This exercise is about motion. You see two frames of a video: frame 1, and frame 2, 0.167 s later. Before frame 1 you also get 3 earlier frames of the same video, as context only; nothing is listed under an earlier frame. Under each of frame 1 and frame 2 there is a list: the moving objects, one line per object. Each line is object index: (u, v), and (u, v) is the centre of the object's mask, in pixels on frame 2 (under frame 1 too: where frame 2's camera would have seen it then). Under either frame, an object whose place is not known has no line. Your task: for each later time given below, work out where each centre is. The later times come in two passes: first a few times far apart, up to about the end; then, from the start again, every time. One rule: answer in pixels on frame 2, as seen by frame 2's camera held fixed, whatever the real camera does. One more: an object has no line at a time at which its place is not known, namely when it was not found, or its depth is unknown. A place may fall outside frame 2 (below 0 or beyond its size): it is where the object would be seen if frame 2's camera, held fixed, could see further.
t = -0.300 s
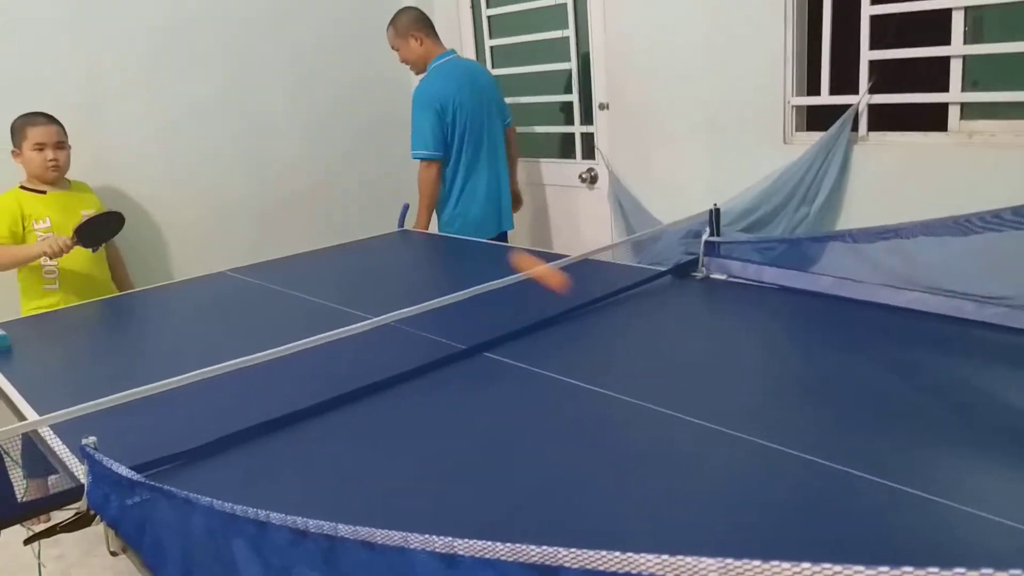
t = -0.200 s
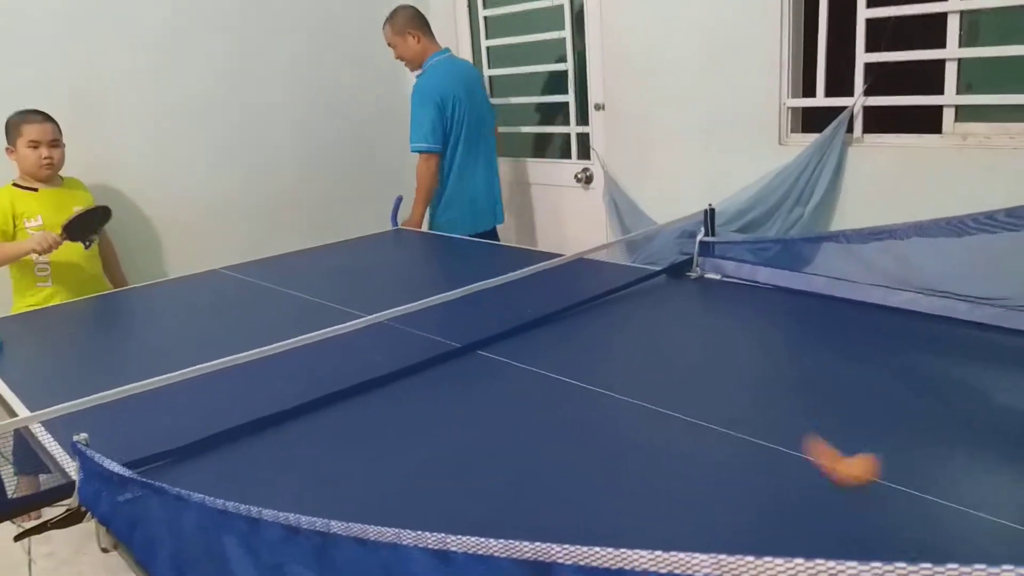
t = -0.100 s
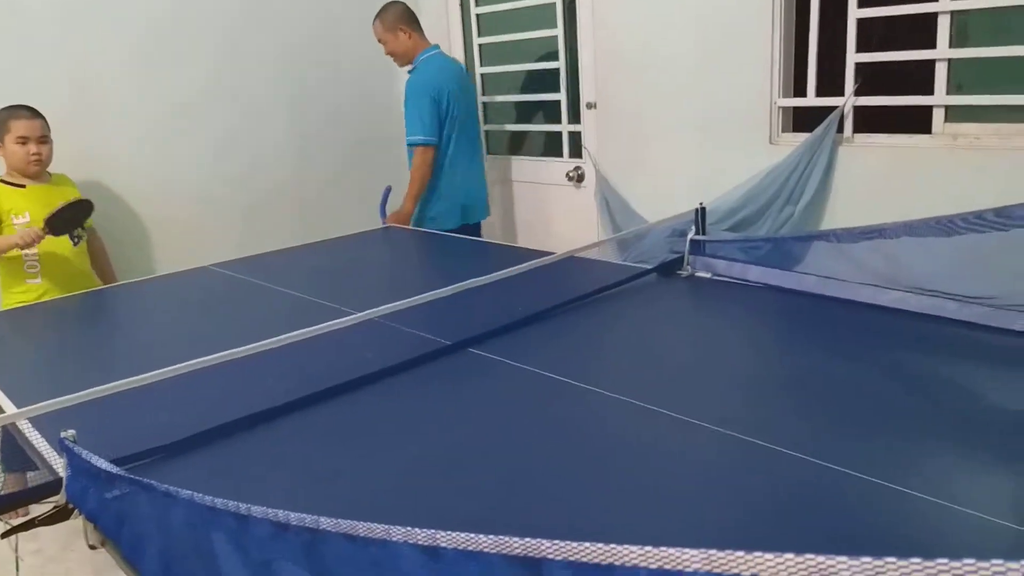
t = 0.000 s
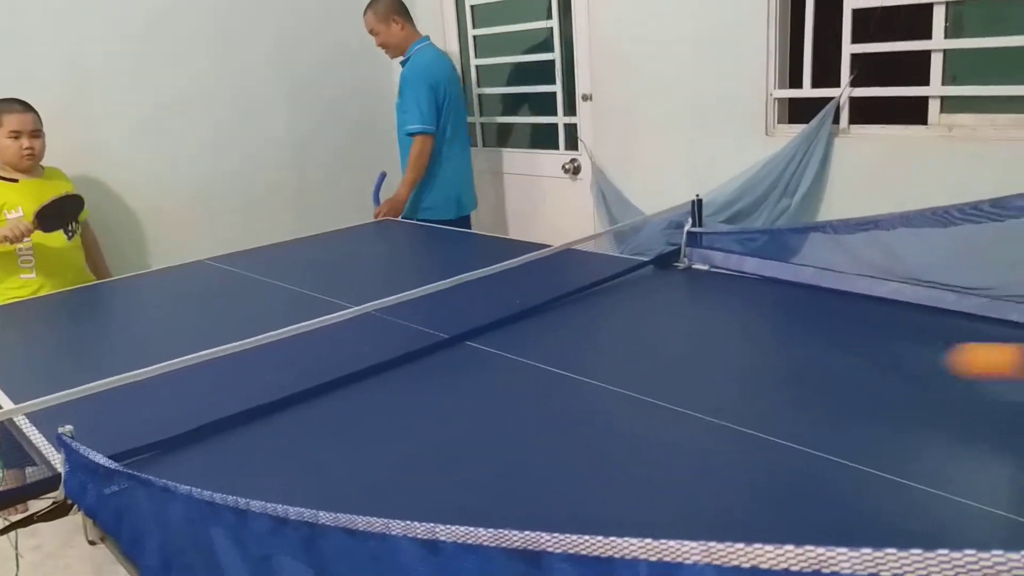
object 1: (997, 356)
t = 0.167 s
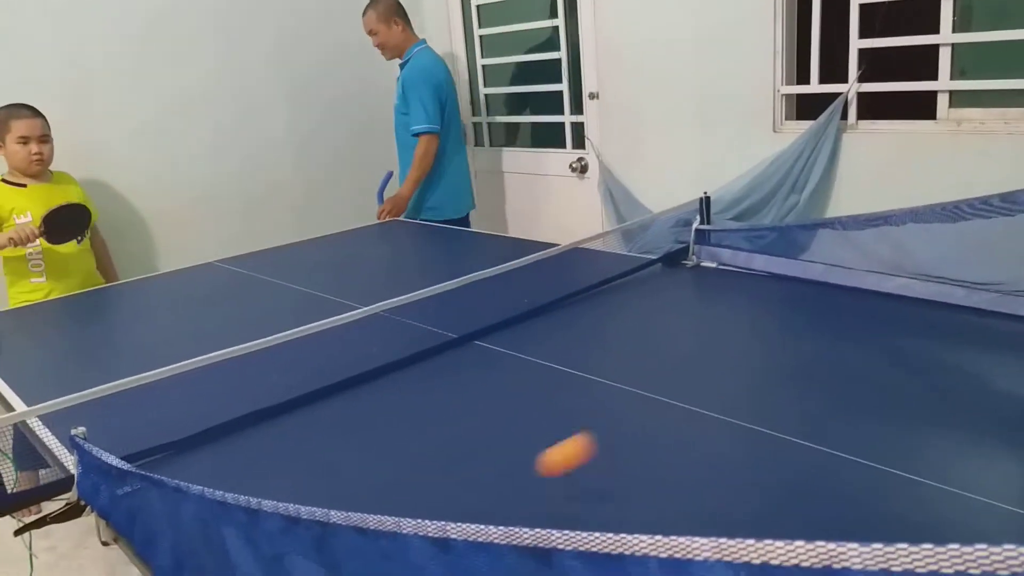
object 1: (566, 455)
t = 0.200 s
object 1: (505, 474)
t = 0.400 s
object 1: (237, 374)
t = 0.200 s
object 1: (505, 474)
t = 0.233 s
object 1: (456, 439)
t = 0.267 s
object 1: (409, 411)
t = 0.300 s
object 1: (363, 391)
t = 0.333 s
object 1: (319, 378)
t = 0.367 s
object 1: (277, 373)
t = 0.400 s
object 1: (237, 374)
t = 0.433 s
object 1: (199, 382)
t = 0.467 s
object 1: (165, 397)
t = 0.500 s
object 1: (133, 418)
